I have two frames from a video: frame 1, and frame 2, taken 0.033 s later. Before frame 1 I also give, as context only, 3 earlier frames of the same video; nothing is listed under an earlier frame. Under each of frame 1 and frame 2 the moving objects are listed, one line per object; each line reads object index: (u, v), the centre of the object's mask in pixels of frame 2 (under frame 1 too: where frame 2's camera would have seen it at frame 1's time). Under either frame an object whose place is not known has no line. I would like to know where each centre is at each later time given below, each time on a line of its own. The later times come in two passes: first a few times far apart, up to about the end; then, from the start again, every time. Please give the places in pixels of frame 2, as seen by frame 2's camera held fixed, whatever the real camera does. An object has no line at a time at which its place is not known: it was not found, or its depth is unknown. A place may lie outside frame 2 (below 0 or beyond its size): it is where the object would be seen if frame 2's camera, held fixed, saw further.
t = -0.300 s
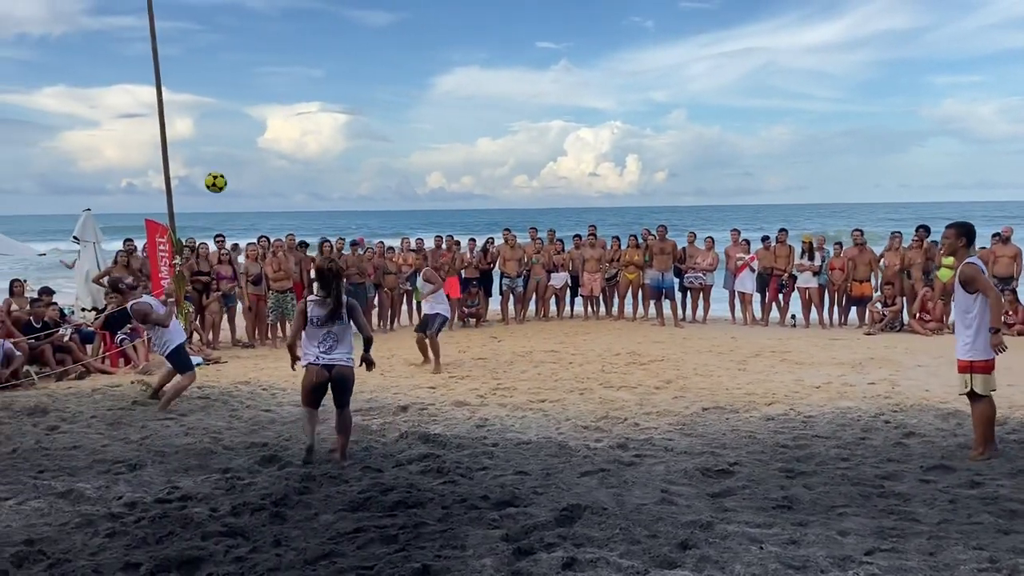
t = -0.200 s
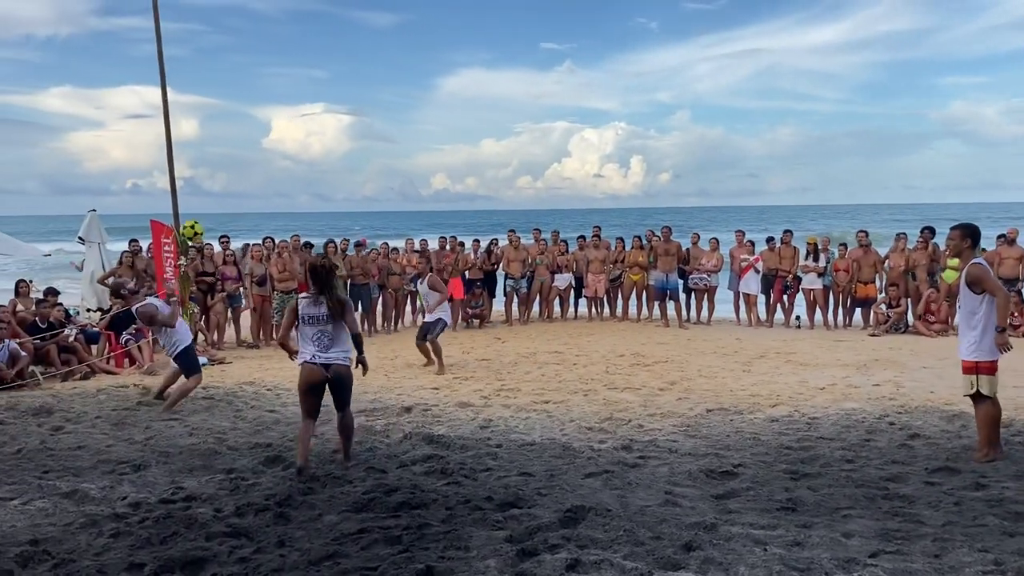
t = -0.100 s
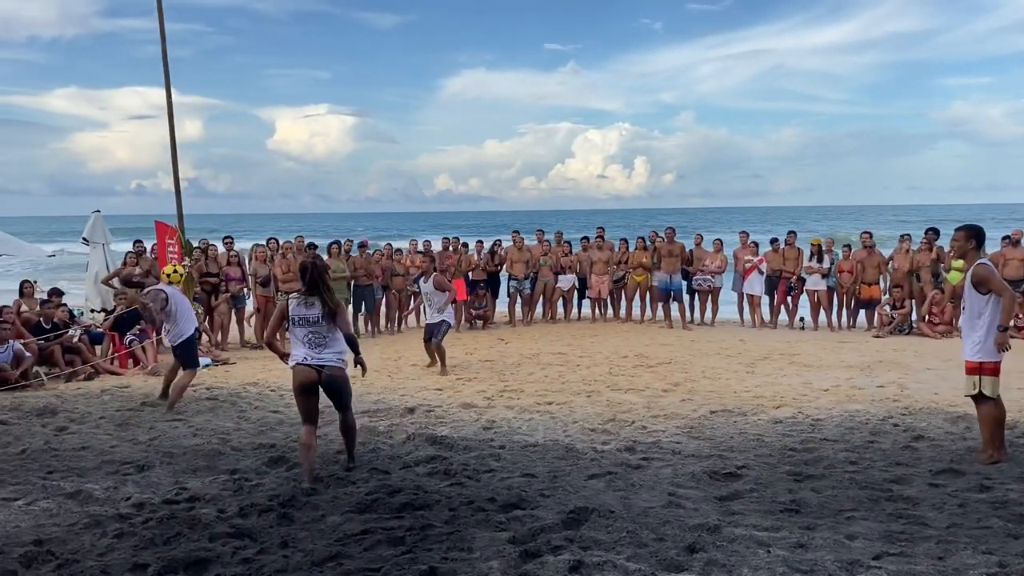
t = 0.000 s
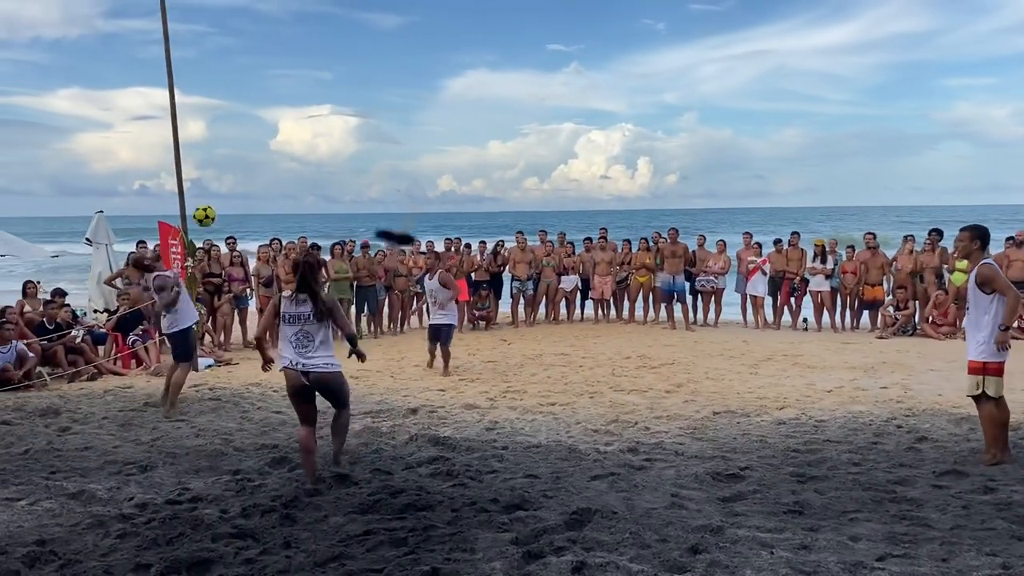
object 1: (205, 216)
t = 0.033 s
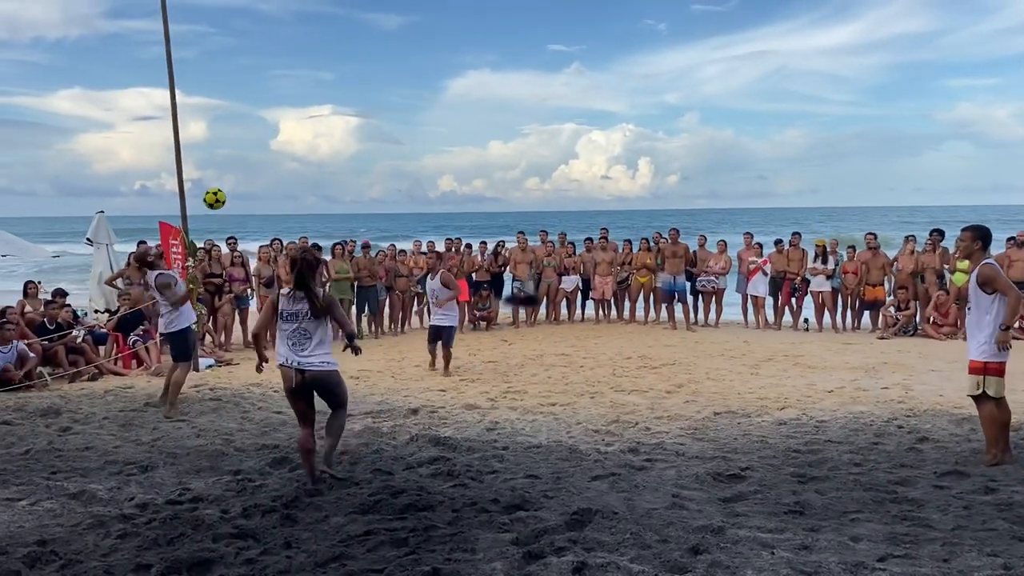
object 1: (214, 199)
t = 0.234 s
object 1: (270, 118)
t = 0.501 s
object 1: (344, 73)
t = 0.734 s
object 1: (407, 93)
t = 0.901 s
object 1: (452, 139)
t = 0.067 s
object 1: (224, 182)
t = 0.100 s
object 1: (233, 167)
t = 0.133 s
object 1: (242, 153)
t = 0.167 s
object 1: (252, 140)
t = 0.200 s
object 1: (261, 128)
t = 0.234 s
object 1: (270, 118)
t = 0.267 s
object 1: (279, 108)
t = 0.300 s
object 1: (289, 99)
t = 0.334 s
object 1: (298, 92)
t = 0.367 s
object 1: (307, 86)
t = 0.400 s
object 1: (316, 81)
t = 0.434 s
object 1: (326, 77)
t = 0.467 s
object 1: (335, 74)
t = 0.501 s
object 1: (344, 73)
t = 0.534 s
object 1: (353, 72)
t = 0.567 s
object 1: (363, 73)
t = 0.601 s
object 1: (372, 75)
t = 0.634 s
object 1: (381, 78)
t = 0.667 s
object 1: (390, 82)
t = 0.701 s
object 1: (399, 86)
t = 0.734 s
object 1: (407, 93)
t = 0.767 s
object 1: (417, 100)
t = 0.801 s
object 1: (426, 108)
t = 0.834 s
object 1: (434, 117)
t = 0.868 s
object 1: (443, 128)
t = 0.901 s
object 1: (452, 139)
